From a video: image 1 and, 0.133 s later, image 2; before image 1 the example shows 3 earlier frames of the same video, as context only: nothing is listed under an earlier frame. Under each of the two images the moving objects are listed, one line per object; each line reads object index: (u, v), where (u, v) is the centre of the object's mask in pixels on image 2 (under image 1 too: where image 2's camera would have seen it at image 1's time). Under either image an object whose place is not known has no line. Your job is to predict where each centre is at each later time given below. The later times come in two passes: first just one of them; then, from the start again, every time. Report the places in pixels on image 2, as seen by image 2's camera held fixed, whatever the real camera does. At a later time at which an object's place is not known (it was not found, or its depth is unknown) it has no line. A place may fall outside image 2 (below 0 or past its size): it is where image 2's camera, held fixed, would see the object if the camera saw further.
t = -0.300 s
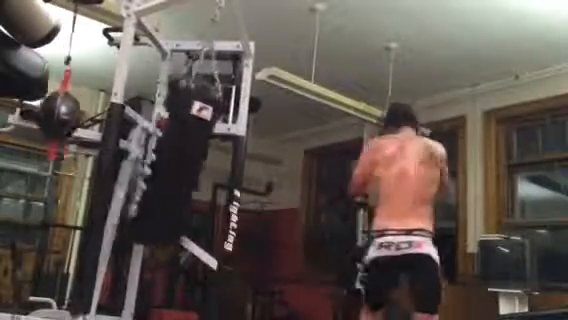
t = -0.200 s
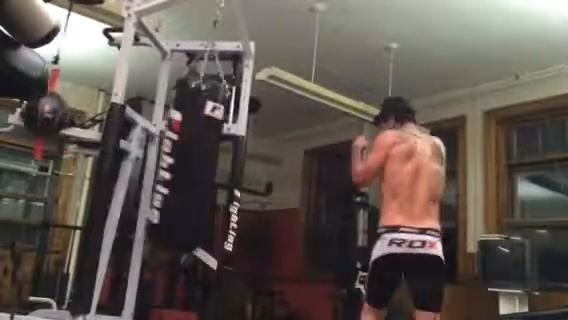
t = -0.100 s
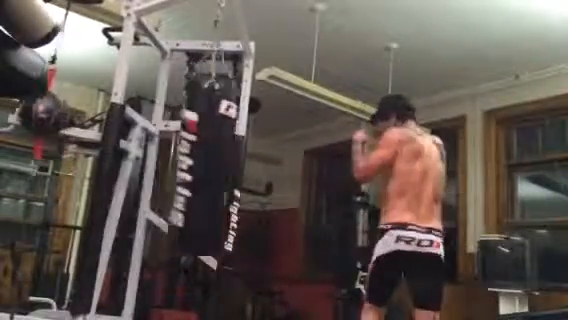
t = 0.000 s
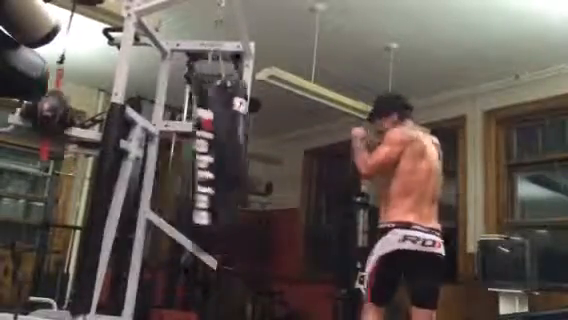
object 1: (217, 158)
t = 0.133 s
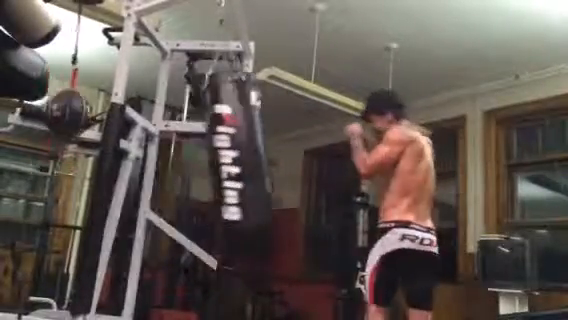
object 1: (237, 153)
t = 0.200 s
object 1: (243, 149)
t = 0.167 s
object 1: (241, 160)
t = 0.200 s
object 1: (243, 149)
